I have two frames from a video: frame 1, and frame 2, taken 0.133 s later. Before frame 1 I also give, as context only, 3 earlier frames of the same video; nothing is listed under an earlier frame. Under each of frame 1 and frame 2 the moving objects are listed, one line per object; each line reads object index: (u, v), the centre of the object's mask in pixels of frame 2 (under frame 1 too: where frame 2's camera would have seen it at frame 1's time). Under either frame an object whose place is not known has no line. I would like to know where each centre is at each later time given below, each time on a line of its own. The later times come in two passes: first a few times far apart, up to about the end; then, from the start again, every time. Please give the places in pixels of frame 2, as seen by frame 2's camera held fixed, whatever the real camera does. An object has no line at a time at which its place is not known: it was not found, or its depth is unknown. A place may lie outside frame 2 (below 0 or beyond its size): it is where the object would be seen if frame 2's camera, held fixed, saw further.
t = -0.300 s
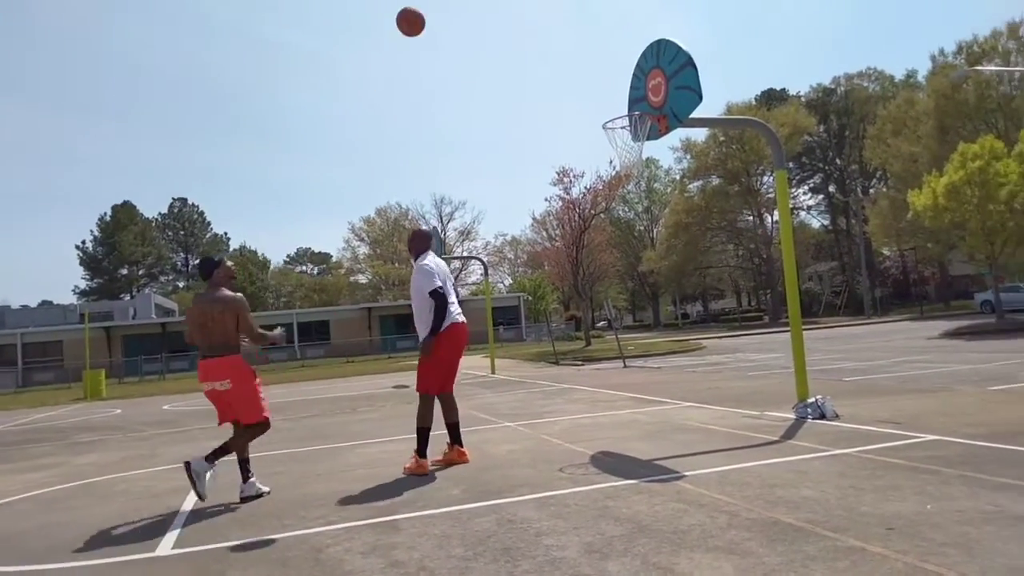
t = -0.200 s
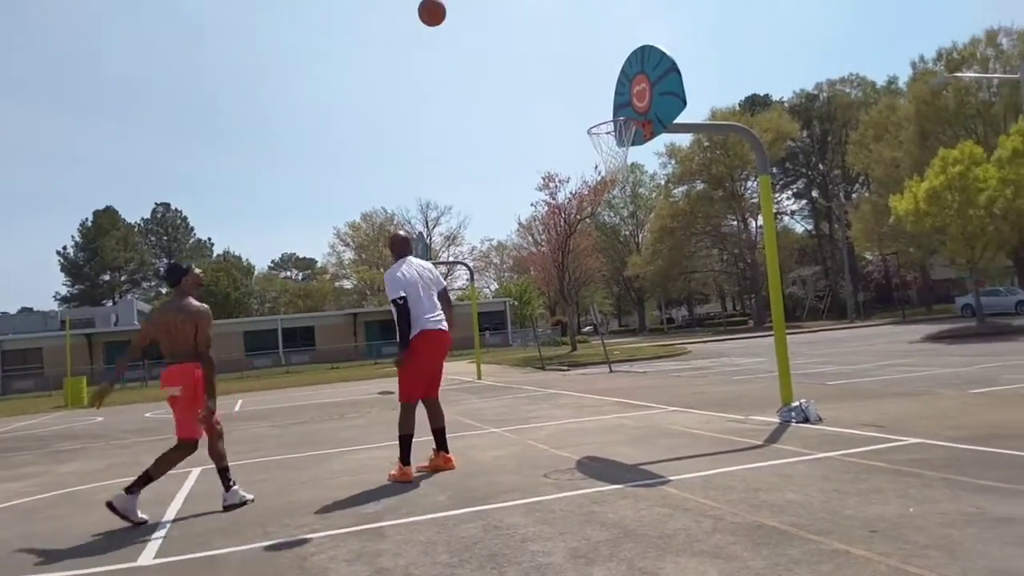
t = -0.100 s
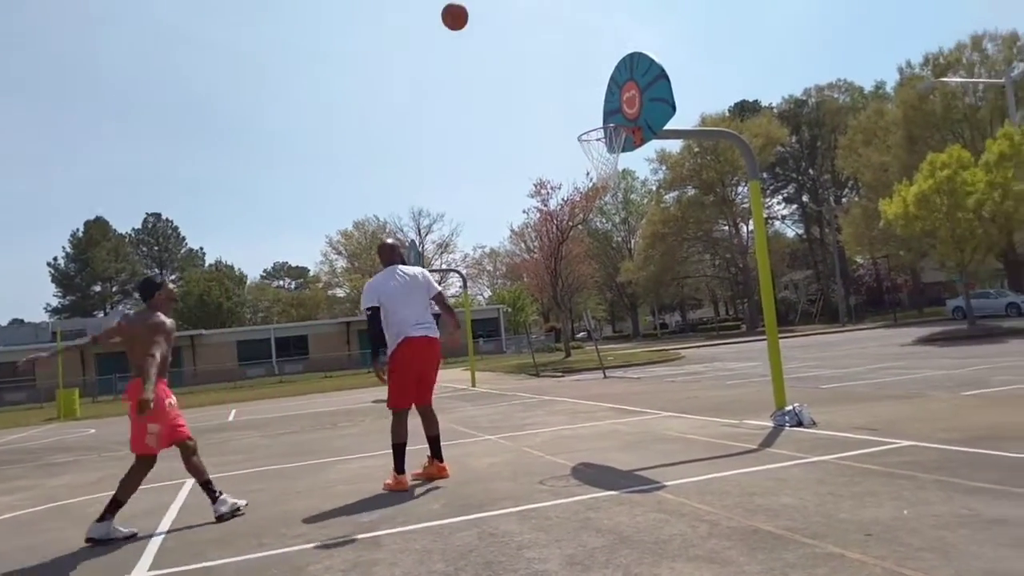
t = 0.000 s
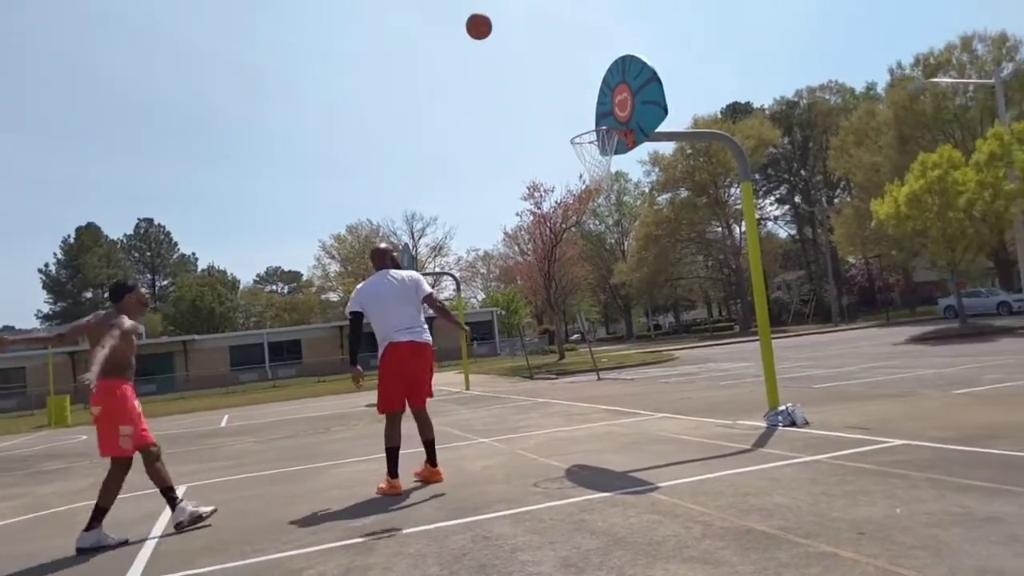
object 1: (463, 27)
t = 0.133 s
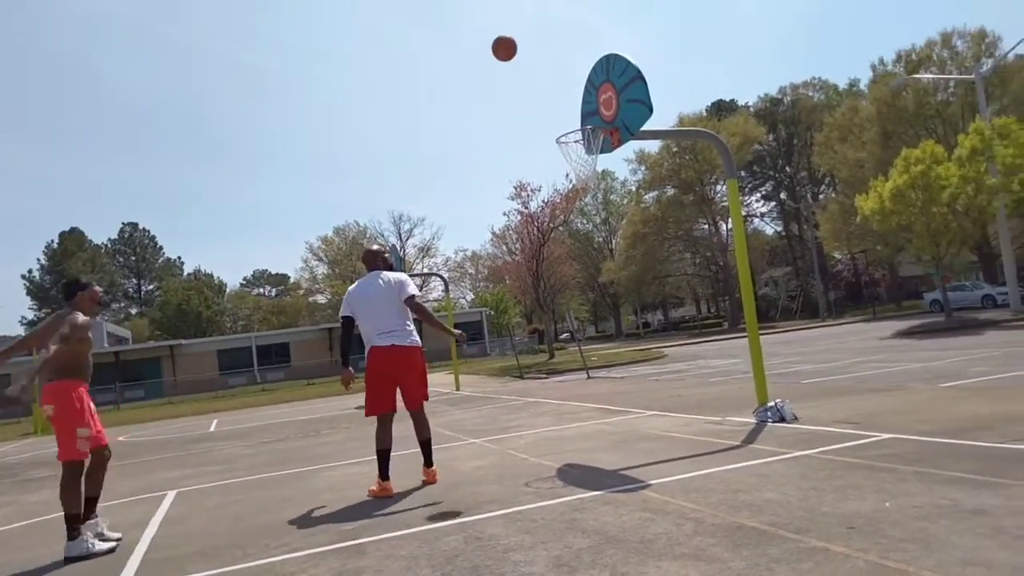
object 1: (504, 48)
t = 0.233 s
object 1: (535, 75)
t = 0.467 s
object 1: (588, 149)
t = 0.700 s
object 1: (578, 146)
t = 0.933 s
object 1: (578, 188)
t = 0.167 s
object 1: (514, 56)
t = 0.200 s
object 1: (525, 65)
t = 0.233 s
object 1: (535, 75)
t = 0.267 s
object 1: (545, 86)
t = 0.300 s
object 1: (555, 97)
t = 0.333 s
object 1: (565, 110)
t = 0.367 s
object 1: (574, 124)
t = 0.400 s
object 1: (583, 136)
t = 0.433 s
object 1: (585, 141)
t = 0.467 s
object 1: (588, 149)
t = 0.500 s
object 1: (588, 150)
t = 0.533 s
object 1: (585, 149)
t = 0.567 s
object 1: (582, 147)
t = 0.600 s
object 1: (581, 145)
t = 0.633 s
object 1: (580, 144)
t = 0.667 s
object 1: (578, 146)
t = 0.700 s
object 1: (578, 146)
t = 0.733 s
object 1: (577, 150)
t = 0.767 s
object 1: (578, 153)
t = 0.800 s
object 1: (578, 158)
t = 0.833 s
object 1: (578, 165)
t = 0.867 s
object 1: (578, 171)
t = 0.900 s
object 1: (579, 179)
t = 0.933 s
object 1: (578, 188)
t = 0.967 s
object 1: (579, 198)
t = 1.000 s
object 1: (581, 211)
